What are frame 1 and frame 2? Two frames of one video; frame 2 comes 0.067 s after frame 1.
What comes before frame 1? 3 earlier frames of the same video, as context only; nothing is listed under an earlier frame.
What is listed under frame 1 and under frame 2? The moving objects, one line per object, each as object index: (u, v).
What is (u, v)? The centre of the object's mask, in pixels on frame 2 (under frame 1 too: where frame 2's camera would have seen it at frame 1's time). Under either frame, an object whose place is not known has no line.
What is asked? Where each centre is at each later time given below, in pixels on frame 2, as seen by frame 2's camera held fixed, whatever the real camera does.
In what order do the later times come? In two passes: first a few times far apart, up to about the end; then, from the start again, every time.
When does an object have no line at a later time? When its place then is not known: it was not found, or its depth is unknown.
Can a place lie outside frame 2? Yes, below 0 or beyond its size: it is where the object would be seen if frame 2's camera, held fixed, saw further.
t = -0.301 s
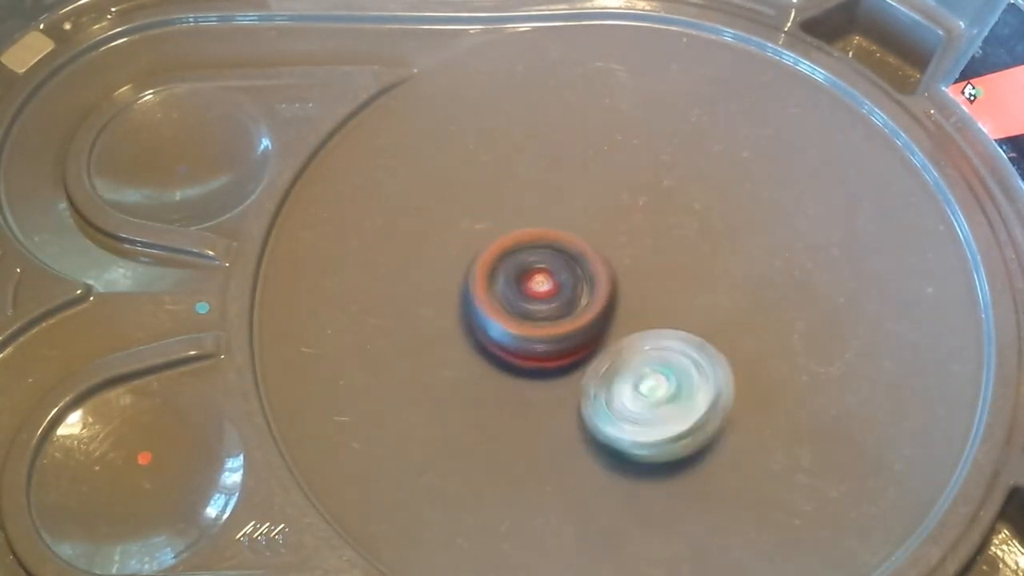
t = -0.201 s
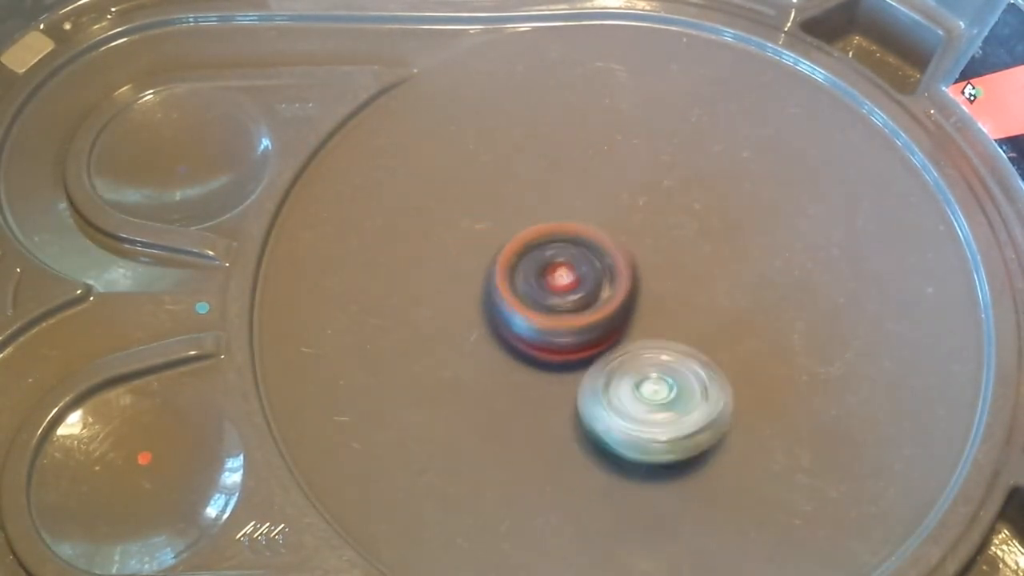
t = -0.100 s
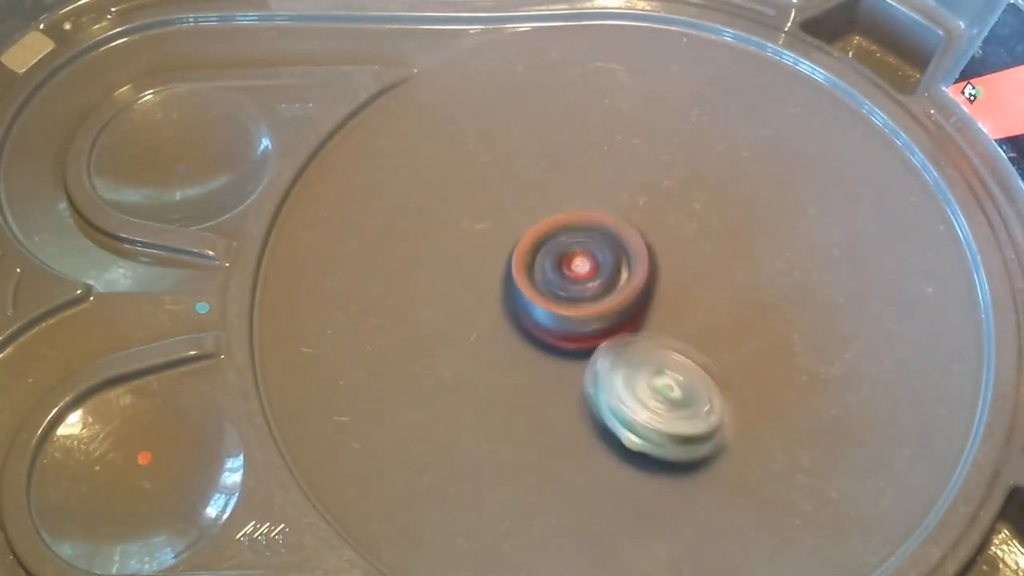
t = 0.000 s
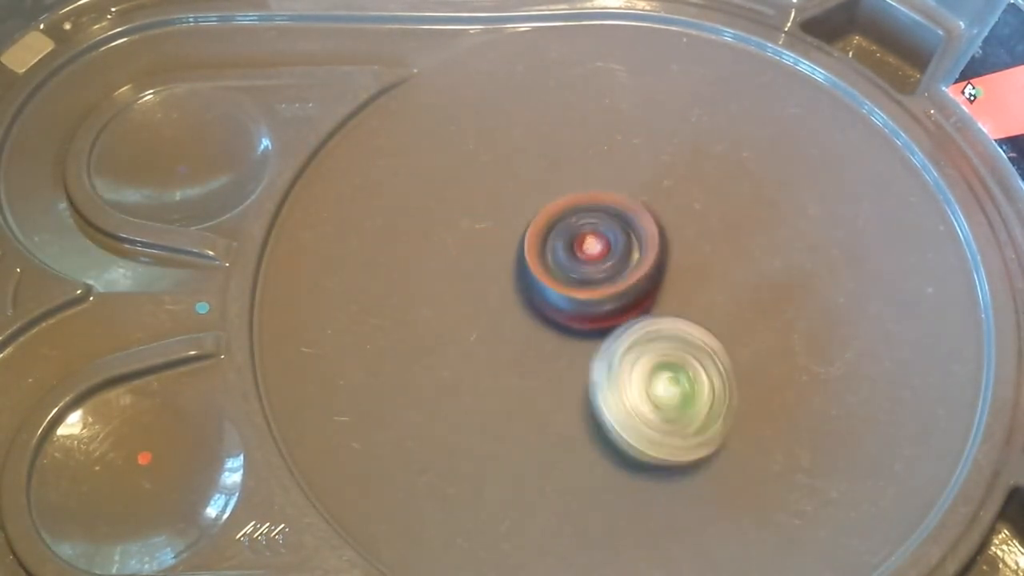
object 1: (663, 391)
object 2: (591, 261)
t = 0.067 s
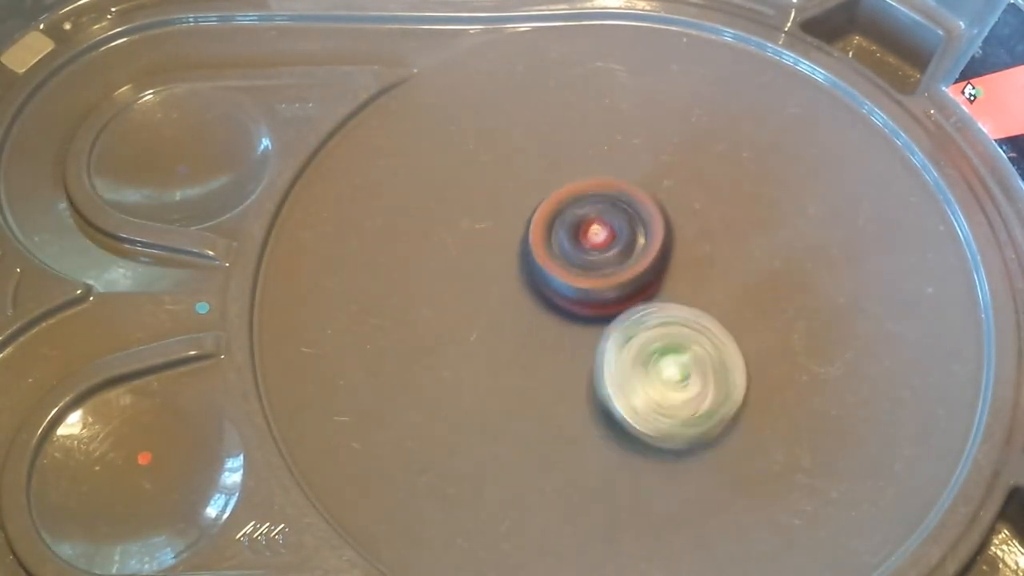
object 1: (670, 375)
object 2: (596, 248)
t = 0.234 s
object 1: (688, 367)
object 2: (601, 221)
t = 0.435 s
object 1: (702, 357)
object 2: (595, 210)
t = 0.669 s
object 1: (709, 335)
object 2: (585, 228)
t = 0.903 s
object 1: (736, 334)
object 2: (572, 260)
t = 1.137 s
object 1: (733, 362)
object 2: (561, 280)
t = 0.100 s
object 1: (678, 371)
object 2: (598, 242)
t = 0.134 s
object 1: (687, 377)
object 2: (600, 236)
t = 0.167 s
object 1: (687, 380)
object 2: (600, 230)
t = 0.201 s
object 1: (687, 375)
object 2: (601, 225)
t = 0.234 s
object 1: (688, 367)
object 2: (601, 221)
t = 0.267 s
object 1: (696, 359)
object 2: (601, 217)
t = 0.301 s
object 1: (705, 356)
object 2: (600, 214)
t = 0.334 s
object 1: (712, 360)
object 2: (599, 212)
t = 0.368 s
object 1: (710, 365)
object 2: (599, 210)
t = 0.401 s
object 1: (704, 362)
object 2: (597, 210)
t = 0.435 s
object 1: (702, 357)
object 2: (595, 210)
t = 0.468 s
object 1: (705, 351)
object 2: (593, 210)
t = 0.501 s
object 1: (711, 348)
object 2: (592, 212)
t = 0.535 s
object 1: (722, 352)
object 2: (590, 214)
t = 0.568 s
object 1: (724, 354)
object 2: (589, 217)
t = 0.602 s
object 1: (719, 352)
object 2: (587, 221)
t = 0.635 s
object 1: (712, 344)
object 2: (585, 224)
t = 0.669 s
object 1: (709, 335)
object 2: (585, 228)
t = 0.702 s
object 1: (709, 324)
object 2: (584, 233)
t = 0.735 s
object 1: (718, 317)
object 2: (584, 239)
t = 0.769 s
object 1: (726, 315)
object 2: (584, 244)
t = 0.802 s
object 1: (731, 316)
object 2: (585, 250)
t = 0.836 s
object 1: (728, 318)
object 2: (587, 257)
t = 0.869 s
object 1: (729, 320)
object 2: (585, 261)
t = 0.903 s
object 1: (736, 334)
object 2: (572, 260)
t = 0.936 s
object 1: (735, 349)
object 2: (566, 261)
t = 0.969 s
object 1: (733, 358)
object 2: (563, 263)
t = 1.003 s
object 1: (731, 359)
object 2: (562, 264)
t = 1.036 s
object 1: (732, 357)
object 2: (561, 268)
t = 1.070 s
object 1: (735, 359)
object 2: (560, 272)
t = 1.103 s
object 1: (737, 362)
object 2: (561, 276)
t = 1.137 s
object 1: (733, 362)
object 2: (561, 280)
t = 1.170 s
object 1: (722, 360)
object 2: (563, 285)
